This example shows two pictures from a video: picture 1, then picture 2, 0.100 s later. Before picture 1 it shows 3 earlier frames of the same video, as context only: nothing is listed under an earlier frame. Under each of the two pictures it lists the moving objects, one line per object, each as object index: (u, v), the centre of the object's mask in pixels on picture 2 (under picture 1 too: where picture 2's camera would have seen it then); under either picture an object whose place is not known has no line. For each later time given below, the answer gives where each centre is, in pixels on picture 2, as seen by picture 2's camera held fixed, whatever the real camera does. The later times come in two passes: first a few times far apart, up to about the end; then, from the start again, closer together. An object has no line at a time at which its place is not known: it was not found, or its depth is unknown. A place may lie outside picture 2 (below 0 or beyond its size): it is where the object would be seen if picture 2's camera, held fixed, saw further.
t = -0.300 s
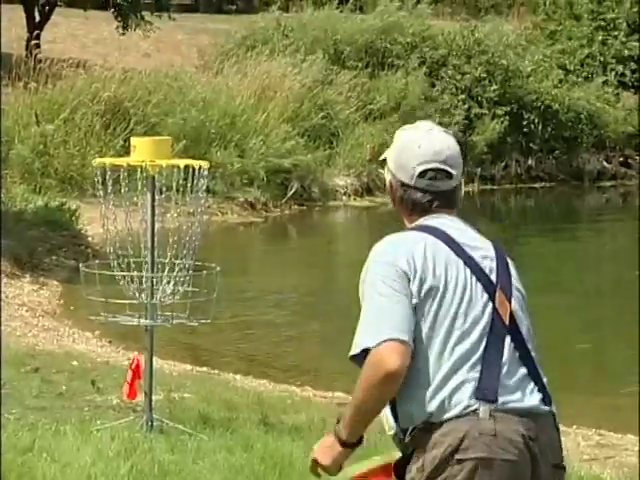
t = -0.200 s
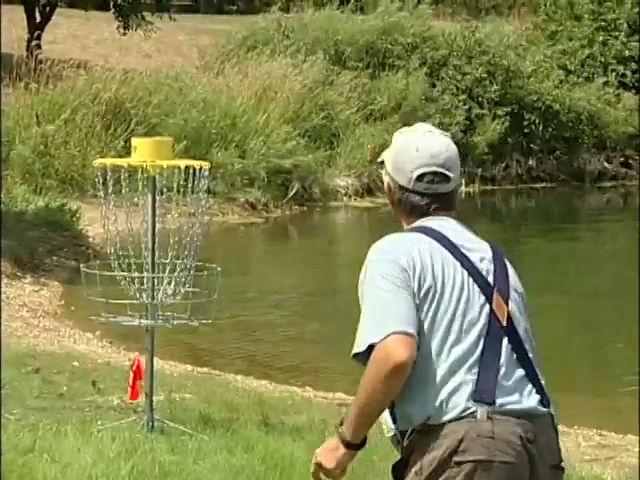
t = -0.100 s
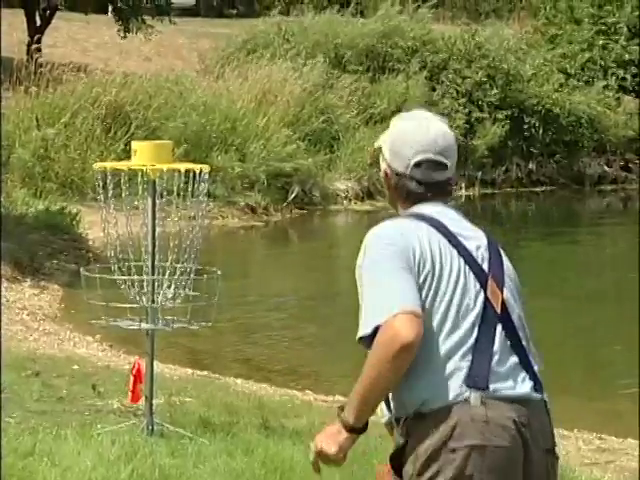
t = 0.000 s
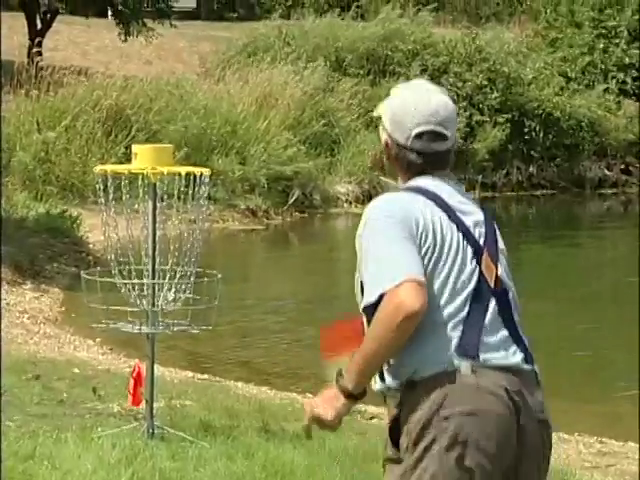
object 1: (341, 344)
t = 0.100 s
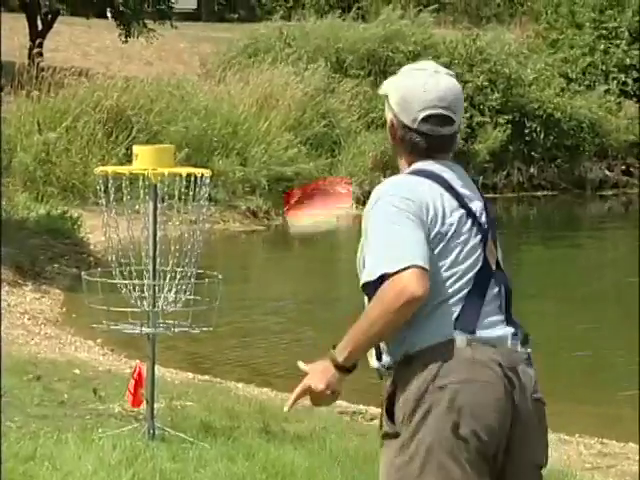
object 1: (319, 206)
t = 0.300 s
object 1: (263, 91)
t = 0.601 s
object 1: (207, 152)
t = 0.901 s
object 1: (176, 257)
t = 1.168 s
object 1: (171, 282)
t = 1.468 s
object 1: (170, 290)
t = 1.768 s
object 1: (174, 292)
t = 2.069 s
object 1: (172, 292)
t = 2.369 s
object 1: (173, 293)
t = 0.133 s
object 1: (308, 172)
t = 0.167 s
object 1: (297, 147)
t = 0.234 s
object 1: (278, 107)
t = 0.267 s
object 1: (270, 97)
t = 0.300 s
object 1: (263, 91)
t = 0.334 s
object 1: (256, 88)
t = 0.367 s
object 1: (249, 87)
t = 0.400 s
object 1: (244, 89)
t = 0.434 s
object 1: (234, 95)
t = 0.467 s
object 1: (229, 103)
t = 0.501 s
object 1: (224, 115)
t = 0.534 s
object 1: (216, 127)
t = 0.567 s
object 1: (212, 140)
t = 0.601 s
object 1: (207, 152)
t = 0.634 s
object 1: (204, 163)
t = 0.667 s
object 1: (197, 181)
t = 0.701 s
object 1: (188, 200)
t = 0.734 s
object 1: (183, 219)
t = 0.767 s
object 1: (182, 222)
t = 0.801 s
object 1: (179, 227)
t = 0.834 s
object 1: (177, 231)
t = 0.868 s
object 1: (176, 244)
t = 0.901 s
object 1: (176, 257)
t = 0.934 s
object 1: (176, 266)
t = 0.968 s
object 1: (176, 268)
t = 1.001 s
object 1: (177, 272)
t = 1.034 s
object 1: (177, 274)
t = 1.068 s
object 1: (176, 277)
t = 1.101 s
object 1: (174, 279)
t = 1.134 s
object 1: (172, 282)
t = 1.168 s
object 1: (171, 282)
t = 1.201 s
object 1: (169, 285)
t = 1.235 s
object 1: (169, 286)
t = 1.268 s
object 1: (169, 286)
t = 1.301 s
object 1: (171, 287)
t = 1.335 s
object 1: (171, 289)
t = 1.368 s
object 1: (170, 289)
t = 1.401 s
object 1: (170, 290)
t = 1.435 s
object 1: (170, 291)
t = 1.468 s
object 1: (170, 290)
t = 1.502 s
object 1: (171, 291)
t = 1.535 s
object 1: (172, 291)
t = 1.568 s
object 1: (174, 291)
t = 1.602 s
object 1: (174, 292)
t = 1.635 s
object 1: (174, 292)
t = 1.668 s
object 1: (175, 292)
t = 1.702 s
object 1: (174, 292)
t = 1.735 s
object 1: (174, 292)
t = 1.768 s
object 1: (174, 292)
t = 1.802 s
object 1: (174, 292)
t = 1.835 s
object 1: (174, 292)
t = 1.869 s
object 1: (174, 292)
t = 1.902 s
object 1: (174, 291)
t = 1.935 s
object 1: (173, 291)
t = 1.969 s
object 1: (173, 292)
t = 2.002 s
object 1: (172, 292)
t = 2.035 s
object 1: (172, 292)
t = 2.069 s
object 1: (172, 292)
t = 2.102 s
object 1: (172, 293)
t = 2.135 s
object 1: (173, 293)
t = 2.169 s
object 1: (173, 293)
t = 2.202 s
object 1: (174, 293)
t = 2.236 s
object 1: (173, 293)
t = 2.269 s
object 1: (173, 293)
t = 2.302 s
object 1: (173, 293)
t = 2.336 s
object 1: (173, 293)
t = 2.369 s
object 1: (173, 293)
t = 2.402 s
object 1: (173, 293)
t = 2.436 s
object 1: (173, 293)
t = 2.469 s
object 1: (174, 293)
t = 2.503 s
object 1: (173, 294)
